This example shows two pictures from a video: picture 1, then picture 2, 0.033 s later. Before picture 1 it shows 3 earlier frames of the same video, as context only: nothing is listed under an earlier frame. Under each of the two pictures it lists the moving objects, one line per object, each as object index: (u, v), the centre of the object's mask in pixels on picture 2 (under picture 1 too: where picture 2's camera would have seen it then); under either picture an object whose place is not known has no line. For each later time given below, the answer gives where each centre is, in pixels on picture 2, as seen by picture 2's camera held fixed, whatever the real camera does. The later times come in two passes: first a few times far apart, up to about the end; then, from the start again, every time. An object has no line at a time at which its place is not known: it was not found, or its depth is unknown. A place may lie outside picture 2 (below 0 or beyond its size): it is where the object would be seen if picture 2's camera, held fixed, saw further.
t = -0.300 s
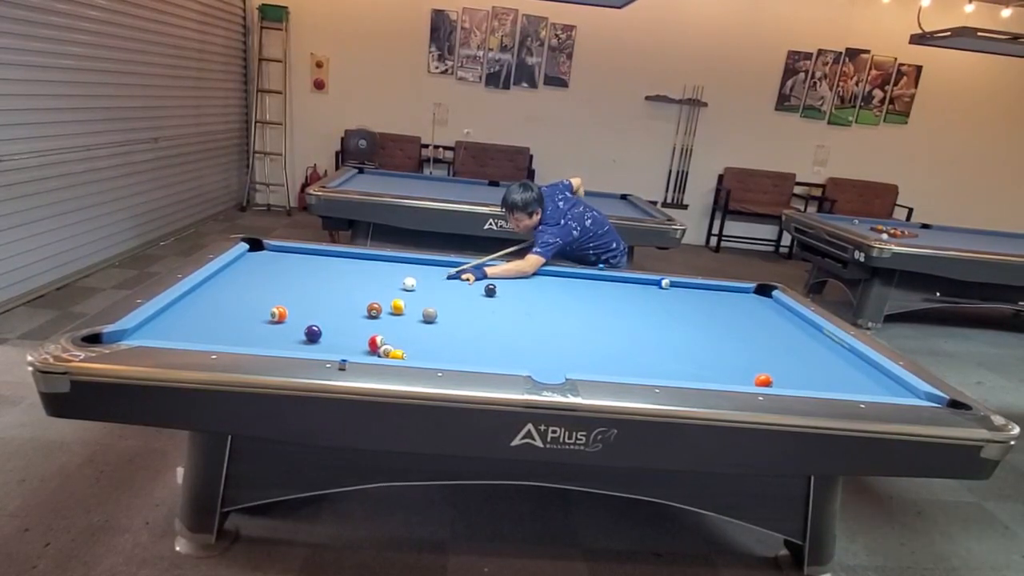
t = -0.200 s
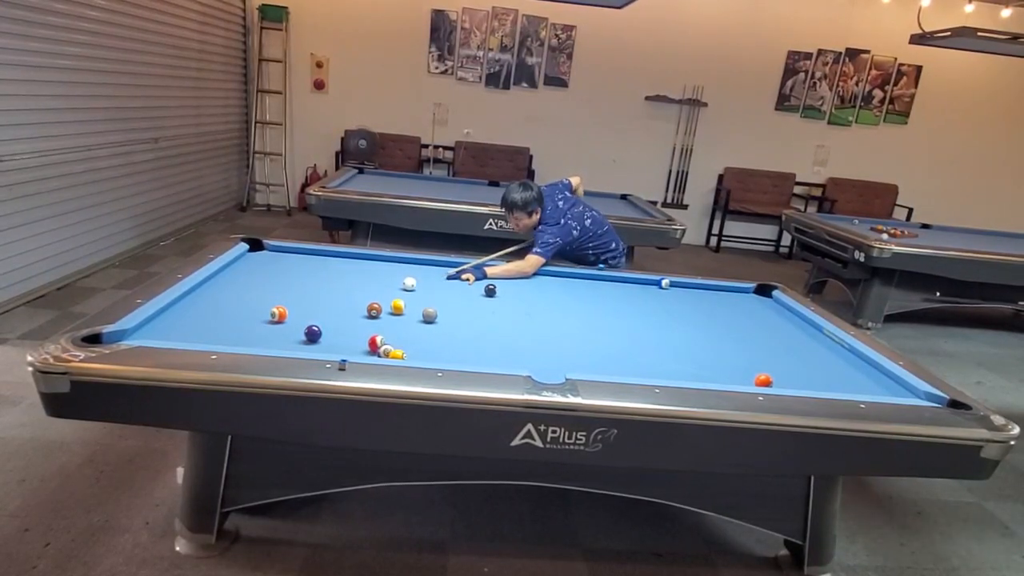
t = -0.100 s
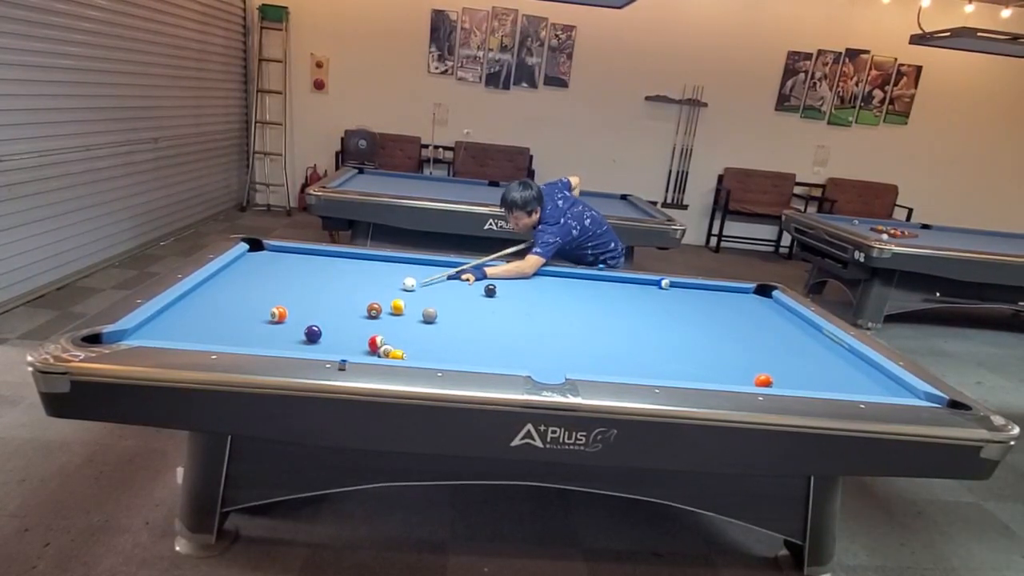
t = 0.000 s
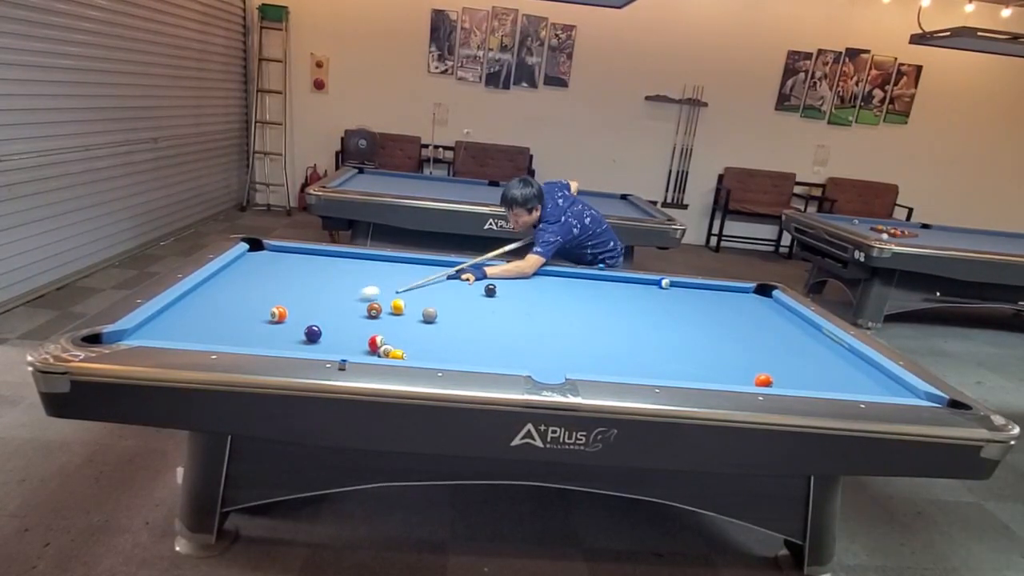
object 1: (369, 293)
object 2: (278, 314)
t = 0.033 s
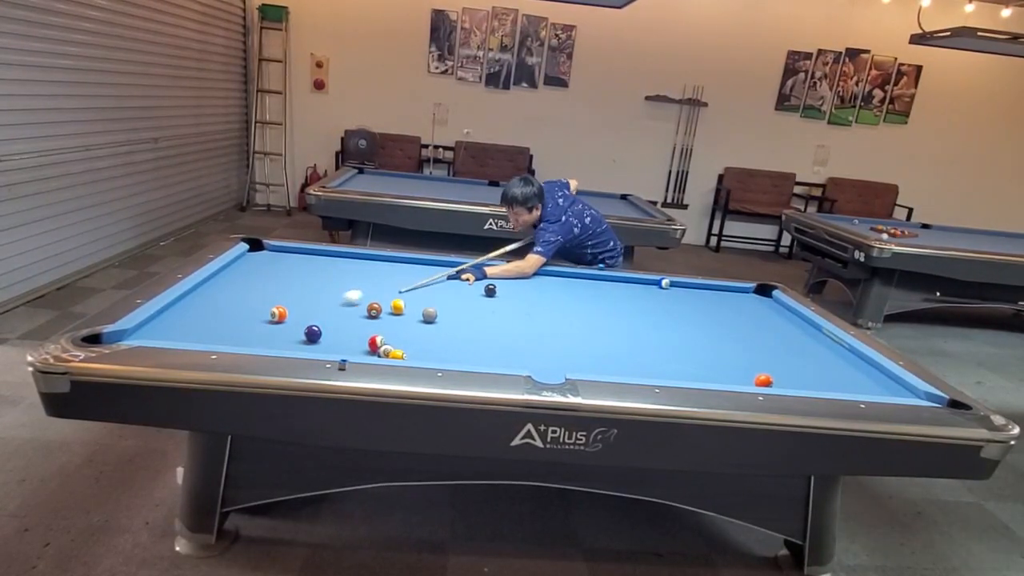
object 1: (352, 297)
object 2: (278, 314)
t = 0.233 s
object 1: (299, 314)
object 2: (221, 323)
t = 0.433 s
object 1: (312, 317)
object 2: (94, 341)
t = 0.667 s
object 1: (327, 321)
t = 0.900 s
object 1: (341, 324)
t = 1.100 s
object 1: (352, 326)
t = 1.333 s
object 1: (365, 329)
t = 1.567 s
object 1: (376, 329)
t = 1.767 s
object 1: (386, 333)
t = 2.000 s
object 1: (395, 336)
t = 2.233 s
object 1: (403, 339)
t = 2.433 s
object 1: (410, 340)
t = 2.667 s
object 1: (417, 342)
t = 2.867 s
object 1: (421, 344)
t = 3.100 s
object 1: (426, 345)
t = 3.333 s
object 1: (430, 346)
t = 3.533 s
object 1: (432, 347)
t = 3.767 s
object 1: (433, 347)
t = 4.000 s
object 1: (432, 348)
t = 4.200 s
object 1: (432, 347)
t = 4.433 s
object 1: (432, 347)
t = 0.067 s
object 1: (335, 302)
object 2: (278, 314)
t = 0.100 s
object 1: (317, 306)
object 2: (278, 314)
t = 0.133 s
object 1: (299, 311)
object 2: (278, 314)
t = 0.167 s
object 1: (295, 313)
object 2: (263, 316)
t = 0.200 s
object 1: (296, 314)
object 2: (242, 319)
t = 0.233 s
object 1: (299, 314)
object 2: (221, 323)
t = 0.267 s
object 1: (301, 315)
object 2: (199, 326)
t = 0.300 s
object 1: (303, 316)
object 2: (177, 330)
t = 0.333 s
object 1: (306, 316)
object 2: (155, 331)
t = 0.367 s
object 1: (308, 316)
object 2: (133, 334)
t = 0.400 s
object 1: (310, 317)
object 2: (111, 338)
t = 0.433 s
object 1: (312, 317)
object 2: (94, 341)
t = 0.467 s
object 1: (314, 318)
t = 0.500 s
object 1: (316, 318)
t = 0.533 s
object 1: (319, 318)
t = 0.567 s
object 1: (321, 319)
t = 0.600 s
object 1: (323, 319)
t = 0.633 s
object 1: (325, 320)
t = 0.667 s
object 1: (327, 321)
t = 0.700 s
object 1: (329, 321)
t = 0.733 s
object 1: (331, 322)
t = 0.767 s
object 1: (333, 323)
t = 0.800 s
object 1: (335, 323)
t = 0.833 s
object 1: (337, 323)
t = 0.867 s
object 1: (339, 324)
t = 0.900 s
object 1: (341, 324)
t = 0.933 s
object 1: (343, 325)
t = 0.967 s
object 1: (345, 325)
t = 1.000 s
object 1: (347, 325)
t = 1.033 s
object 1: (349, 326)
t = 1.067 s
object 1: (350, 326)
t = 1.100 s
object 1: (352, 326)
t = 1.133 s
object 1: (354, 327)
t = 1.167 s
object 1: (356, 328)
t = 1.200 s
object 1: (358, 328)
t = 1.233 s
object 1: (360, 328)
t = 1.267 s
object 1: (361, 329)
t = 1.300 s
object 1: (363, 329)
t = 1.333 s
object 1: (365, 329)
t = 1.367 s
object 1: (366, 330)
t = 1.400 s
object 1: (368, 330)
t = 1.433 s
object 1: (369, 330)
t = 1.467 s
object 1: (370, 330)
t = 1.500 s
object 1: (373, 330)
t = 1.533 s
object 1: (374, 330)
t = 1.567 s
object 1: (376, 329)
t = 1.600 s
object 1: (378, 329)
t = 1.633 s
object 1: (380, 330)
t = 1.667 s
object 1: (381, 330)
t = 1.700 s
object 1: (383, 330)
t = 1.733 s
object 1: (385, 332)
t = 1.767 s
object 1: (386, 333)
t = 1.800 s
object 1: (388, 333)
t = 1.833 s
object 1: (389, 334)
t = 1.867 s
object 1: (390, 334)
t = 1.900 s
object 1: (391, 335)
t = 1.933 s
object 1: (392, 335)
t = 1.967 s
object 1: (394, 336)
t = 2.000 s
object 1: (395, 336)
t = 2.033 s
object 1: (396, 337)
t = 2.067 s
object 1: (397, 337)
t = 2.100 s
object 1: (399, 337)
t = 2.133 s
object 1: (400, 338)
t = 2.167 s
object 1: (401, 338)
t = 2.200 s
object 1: (403, 338)
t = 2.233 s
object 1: (403, 339)
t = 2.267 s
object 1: (405, 339)
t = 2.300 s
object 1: (406, 339)
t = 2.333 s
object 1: (407, 340)
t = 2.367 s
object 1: (408, 340)
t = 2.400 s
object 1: (409, 340)
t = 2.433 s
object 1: (410, 340)
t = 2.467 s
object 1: (411, 341)
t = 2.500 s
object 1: (412, 341)
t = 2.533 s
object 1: (413, 341)
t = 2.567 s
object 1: (414, 342)
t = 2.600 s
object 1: (415, 342)
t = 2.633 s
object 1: (416, 342)
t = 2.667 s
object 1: (417, 342)
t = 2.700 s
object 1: (418, 343)
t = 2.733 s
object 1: (418, 343)
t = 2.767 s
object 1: (419, 343)
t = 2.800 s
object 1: (420, 343)
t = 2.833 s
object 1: (420, 343)
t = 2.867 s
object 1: (421, 344)
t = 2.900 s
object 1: (422, 344)
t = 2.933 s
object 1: (423, 344)
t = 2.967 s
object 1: (424, 345)
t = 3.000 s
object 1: (424, 345)
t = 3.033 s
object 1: (425, 345)
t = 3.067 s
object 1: (426, 345)
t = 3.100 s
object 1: (426, 345)
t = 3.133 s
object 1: (427, 345)
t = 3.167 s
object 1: (427, 345)
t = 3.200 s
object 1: (428, 345)
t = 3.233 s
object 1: (428, 346)
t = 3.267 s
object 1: (429, 346)
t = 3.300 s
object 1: (429, 346)
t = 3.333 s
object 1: (430, 346)
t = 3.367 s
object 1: (430, 346)
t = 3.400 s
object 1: (430, 346)
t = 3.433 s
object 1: (431, 347)
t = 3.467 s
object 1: (431, 347)
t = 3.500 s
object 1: (431, 347)
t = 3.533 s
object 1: (432, 347)
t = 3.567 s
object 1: (432, 347)
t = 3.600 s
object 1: (432, 347)
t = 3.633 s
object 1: (432, 347)
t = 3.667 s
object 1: (433, 347)
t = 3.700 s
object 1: (433, 347)
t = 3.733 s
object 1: (433, 347)
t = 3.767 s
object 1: (433, 347)
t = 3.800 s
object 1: (433, 348)
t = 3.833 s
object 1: (433, 348)
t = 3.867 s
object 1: (433, 348)
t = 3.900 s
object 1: (433, 347)
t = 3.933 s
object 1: (433, 348)
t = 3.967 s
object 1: (433, 348)
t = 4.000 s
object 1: (432, 348)
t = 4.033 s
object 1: (432, 347)
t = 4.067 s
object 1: (432, 348)
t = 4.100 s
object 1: (432, 348)
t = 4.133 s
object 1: (432, 347)
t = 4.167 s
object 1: (432, 347)
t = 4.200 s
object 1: (432, 347)
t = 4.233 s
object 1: (432, 347)
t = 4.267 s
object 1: (432, 347)
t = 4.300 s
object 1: (432, 347)
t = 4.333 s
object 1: (432, 347)
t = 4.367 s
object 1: (432, 347)
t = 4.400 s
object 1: (432, 347)
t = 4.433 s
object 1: (432, 347)
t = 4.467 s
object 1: (432, 347)
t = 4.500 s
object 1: (432, 347)
